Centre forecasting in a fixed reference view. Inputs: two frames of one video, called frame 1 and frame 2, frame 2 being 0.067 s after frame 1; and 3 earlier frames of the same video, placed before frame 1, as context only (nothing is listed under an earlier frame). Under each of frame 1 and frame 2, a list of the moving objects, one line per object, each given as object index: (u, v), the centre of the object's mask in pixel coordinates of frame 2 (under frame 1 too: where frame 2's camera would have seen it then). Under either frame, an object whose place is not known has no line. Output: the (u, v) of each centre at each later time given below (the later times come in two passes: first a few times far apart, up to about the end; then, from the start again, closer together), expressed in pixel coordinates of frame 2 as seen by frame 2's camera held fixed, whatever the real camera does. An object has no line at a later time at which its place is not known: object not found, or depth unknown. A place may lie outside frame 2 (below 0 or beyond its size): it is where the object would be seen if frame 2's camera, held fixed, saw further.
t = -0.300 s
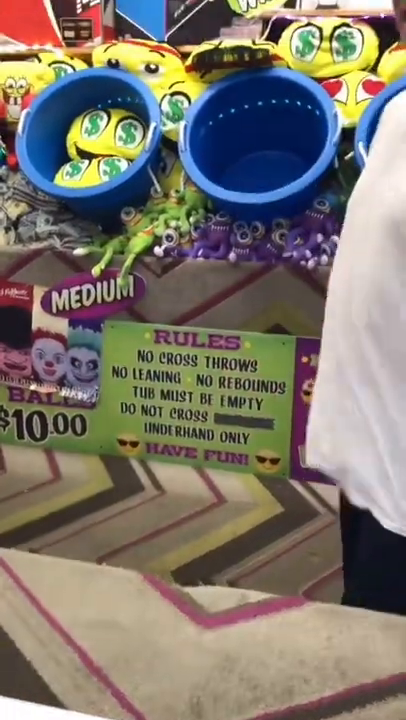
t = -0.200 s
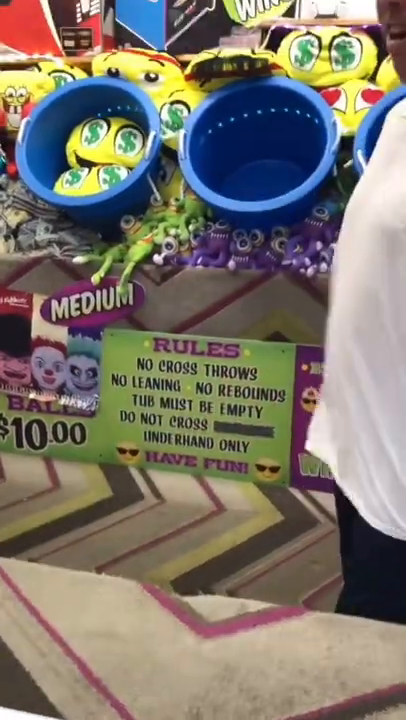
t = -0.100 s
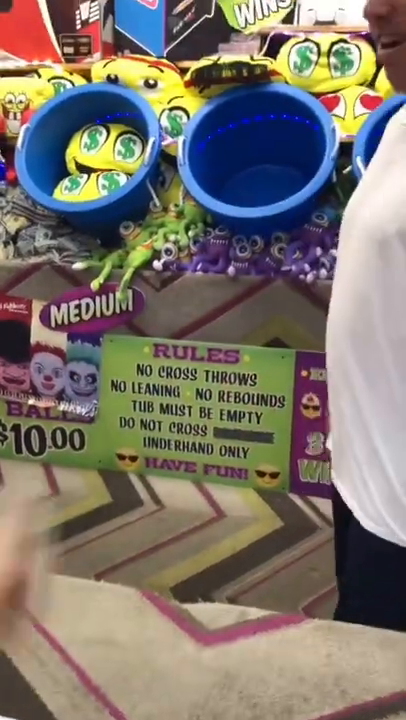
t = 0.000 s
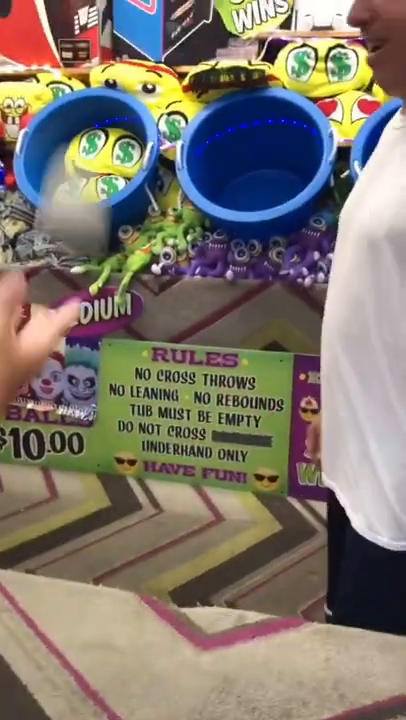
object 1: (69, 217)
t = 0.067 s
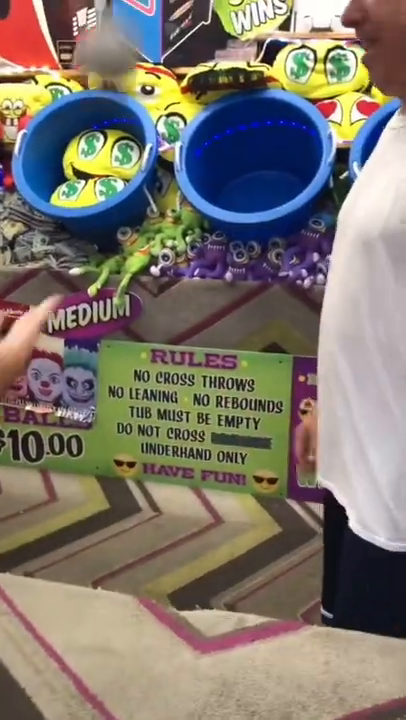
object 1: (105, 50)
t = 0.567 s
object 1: (233, 60)
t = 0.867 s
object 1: (252, 193)
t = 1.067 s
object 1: (235, 154)
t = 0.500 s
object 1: (225, 10)
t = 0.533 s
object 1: (227, 35)
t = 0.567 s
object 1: (233, 60)
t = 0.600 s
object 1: (235, 94)
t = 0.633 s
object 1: (238, 126)
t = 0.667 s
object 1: (240, 156)
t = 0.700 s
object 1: (243, 189)
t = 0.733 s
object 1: (245, 207)
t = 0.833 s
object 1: (254, 204)
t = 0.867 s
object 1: (252, 193)
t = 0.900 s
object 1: (250, 181)
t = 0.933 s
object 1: (247, 169)
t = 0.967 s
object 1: (245, 160)
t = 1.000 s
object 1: (242, 156)
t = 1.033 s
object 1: (238, 153)
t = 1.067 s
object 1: (235, 154)
